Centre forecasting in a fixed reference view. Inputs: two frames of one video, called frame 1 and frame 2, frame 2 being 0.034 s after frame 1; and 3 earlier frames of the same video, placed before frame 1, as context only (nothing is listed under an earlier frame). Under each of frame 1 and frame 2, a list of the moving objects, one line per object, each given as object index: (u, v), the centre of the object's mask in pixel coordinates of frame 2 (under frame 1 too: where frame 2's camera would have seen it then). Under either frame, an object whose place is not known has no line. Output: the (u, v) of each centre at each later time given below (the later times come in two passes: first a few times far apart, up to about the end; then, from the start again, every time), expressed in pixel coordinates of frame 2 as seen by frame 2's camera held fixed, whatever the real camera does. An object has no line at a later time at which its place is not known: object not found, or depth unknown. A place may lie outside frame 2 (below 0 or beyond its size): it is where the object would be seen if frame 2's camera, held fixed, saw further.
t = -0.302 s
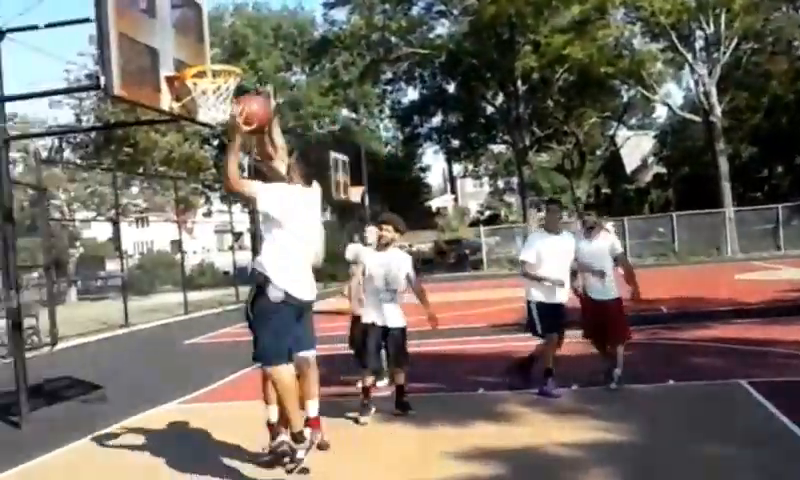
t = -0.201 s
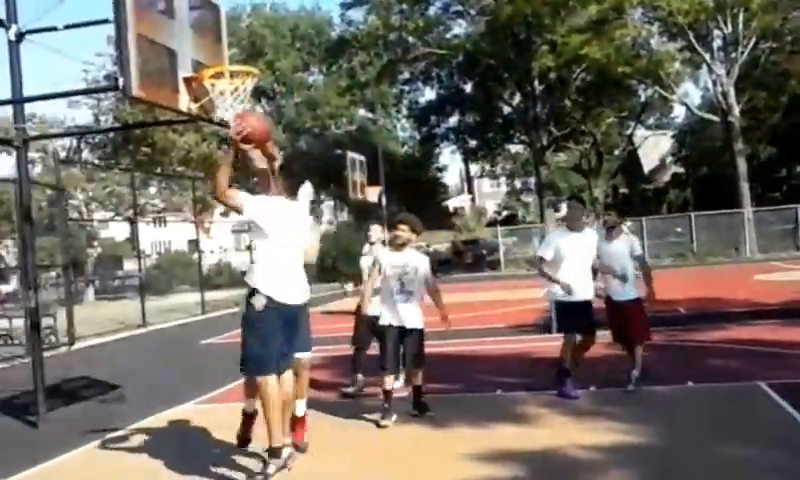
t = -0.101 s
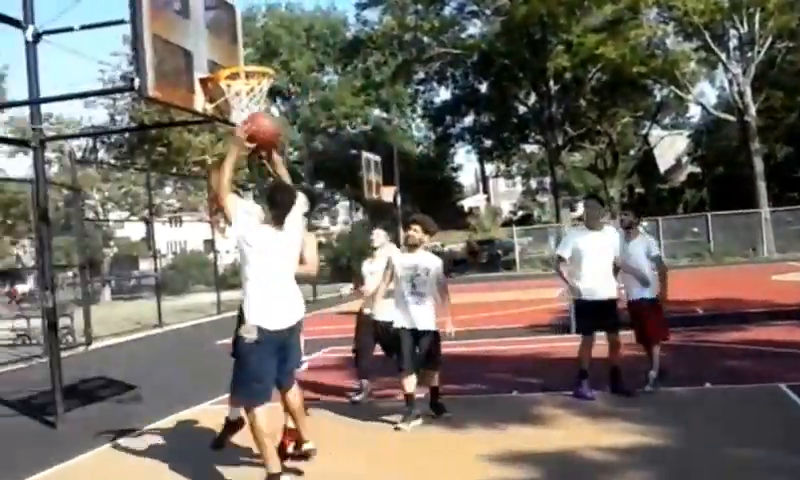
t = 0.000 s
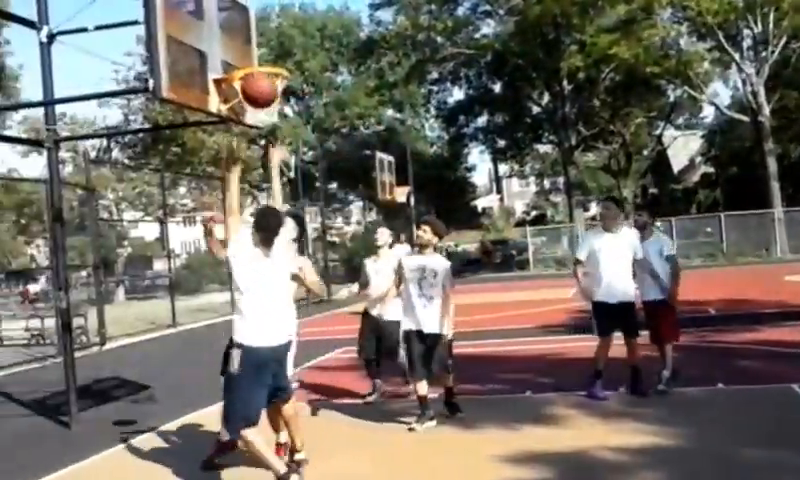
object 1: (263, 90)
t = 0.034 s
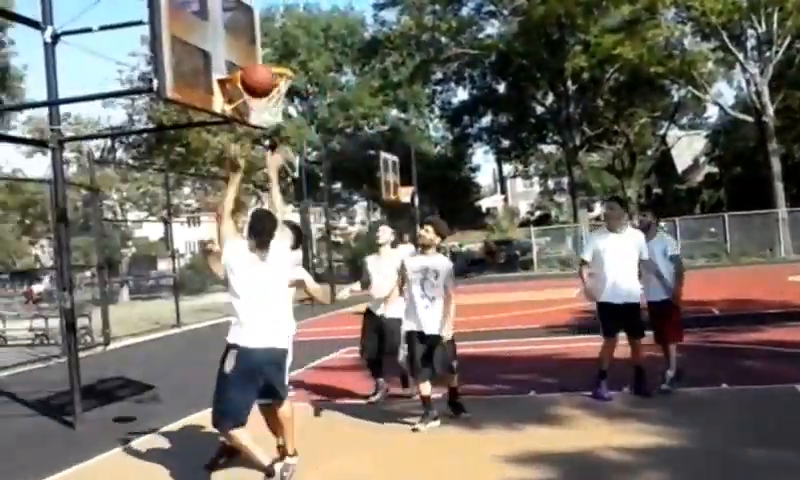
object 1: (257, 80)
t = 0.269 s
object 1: (226, 56)
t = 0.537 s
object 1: (219, 78)
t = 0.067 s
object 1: (252, 73)
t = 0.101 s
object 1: (247, 65)
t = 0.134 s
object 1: (243, 61)
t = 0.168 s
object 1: (238, 57)
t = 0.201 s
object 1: (233, 56)
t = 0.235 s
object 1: (229, 55)
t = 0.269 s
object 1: (226, 56)
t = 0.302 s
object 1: (223, 60)
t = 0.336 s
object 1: (219, 65)
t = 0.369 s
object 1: (216, 71)
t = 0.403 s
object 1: (216, 73)
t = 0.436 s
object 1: (216, 73)
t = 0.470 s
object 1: (216, 73)
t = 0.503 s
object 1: (218, 75)
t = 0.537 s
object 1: (219, 78)
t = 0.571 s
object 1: (223, 81)
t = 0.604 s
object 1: (225, 88)
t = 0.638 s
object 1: (227, 93)
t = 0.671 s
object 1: (229, 98)
